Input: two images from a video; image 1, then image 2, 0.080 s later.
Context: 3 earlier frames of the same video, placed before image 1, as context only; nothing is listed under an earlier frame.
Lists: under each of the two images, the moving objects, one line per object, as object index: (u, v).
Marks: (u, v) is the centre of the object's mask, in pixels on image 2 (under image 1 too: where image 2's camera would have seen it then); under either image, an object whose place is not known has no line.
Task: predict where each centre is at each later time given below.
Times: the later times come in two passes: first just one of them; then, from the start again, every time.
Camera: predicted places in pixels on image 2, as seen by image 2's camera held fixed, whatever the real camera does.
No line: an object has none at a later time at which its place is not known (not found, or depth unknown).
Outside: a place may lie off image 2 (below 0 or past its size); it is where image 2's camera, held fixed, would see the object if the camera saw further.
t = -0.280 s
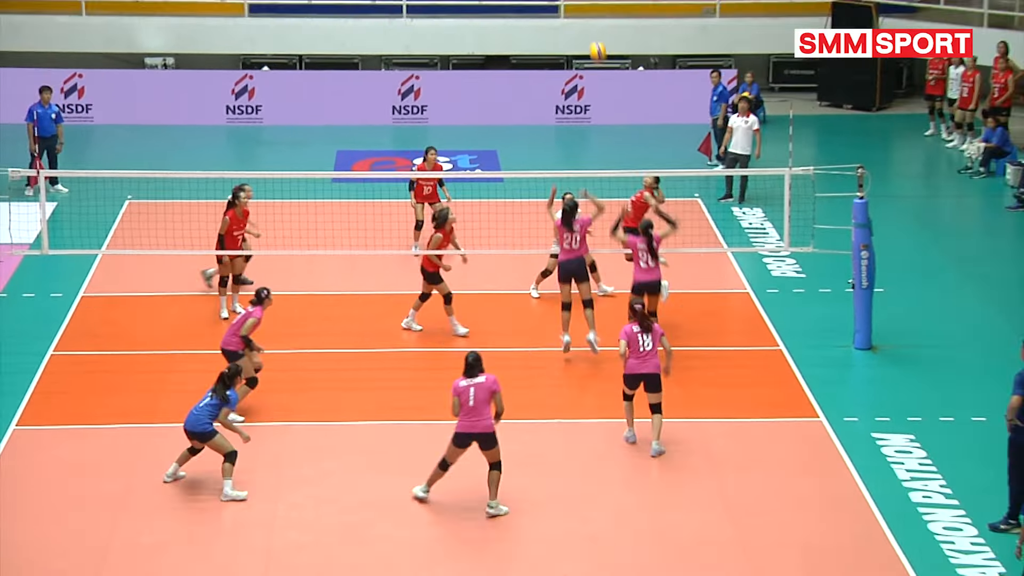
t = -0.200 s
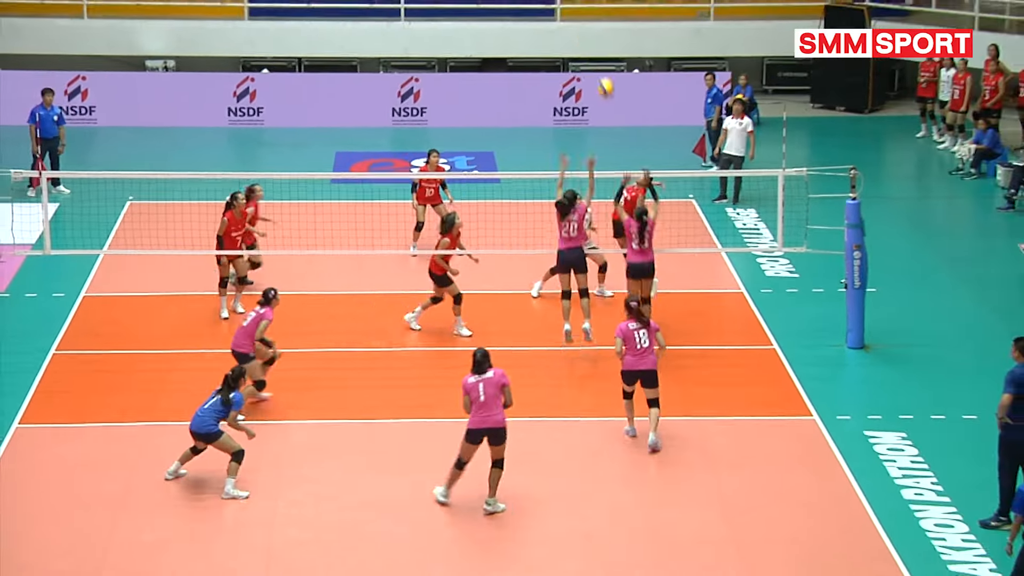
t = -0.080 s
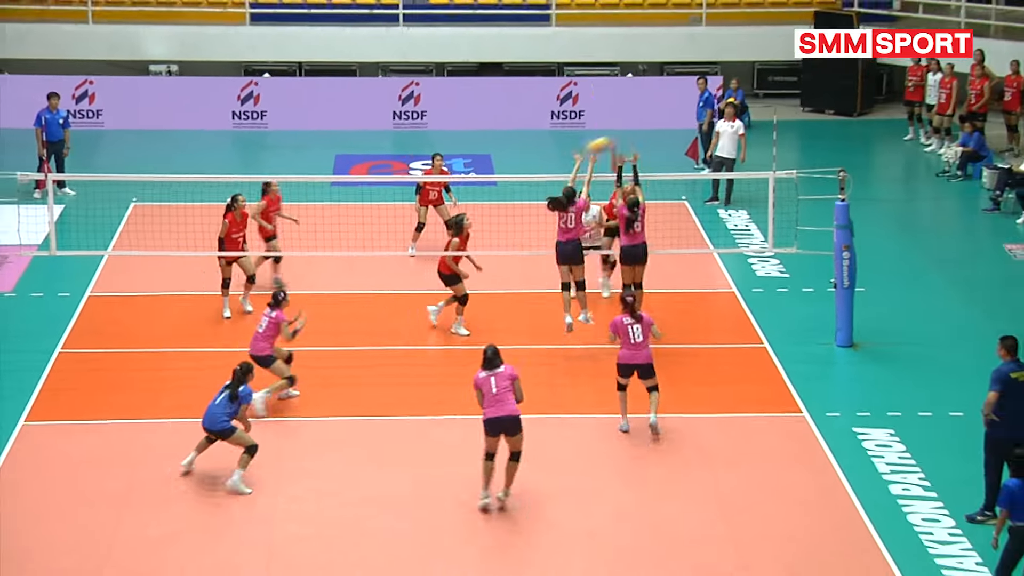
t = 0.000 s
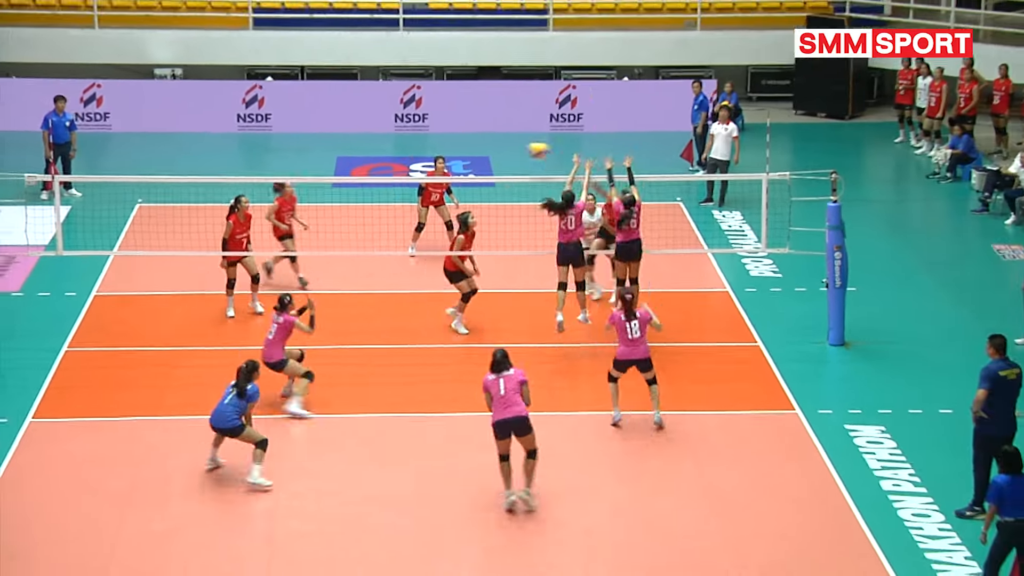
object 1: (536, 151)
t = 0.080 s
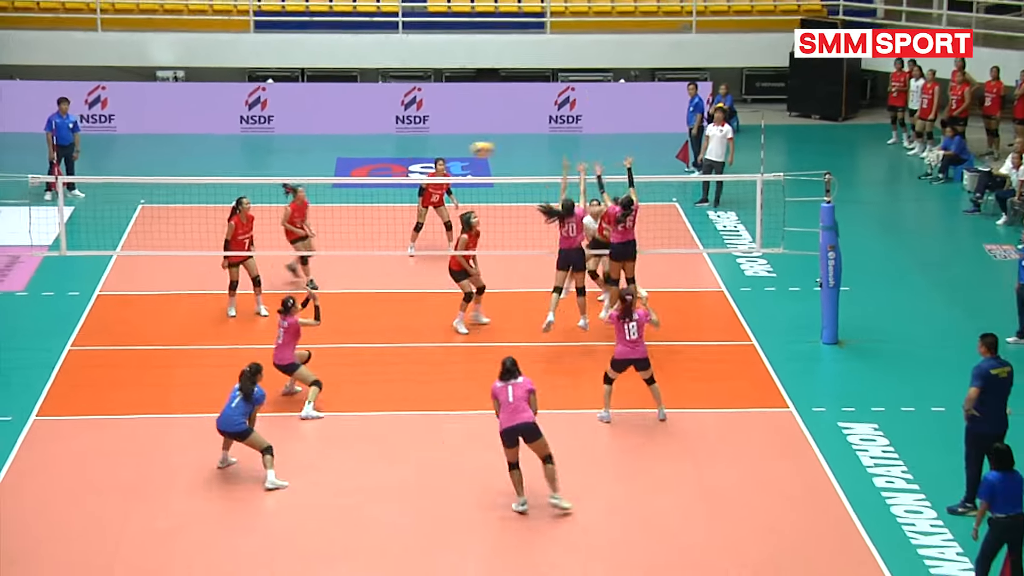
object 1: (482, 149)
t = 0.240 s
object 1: (377, 161)
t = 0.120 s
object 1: (455, 149)
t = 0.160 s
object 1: (428, 152)
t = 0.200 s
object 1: (402, 156)
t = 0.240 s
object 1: (377, 161)
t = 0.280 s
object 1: (351, 169)
